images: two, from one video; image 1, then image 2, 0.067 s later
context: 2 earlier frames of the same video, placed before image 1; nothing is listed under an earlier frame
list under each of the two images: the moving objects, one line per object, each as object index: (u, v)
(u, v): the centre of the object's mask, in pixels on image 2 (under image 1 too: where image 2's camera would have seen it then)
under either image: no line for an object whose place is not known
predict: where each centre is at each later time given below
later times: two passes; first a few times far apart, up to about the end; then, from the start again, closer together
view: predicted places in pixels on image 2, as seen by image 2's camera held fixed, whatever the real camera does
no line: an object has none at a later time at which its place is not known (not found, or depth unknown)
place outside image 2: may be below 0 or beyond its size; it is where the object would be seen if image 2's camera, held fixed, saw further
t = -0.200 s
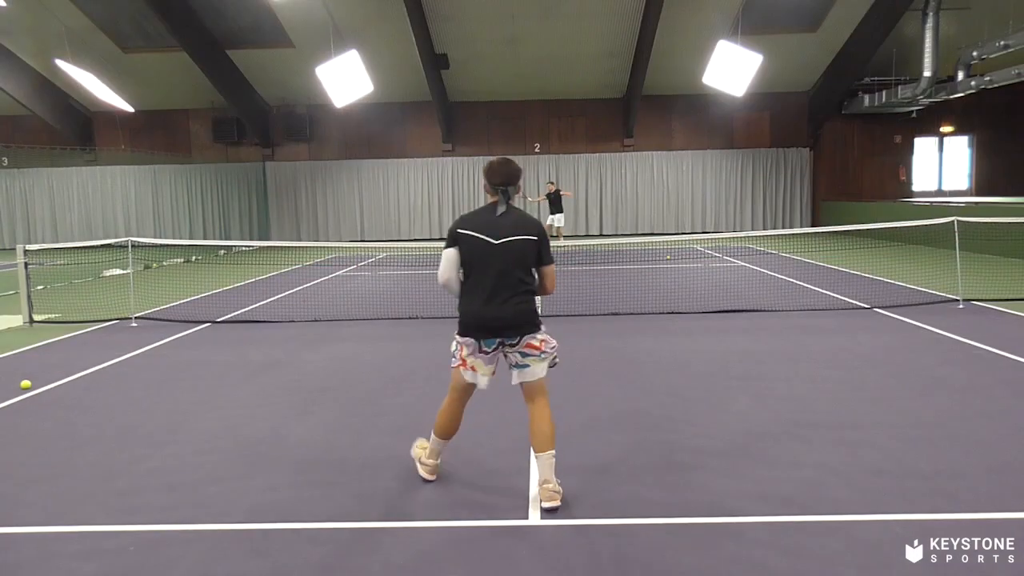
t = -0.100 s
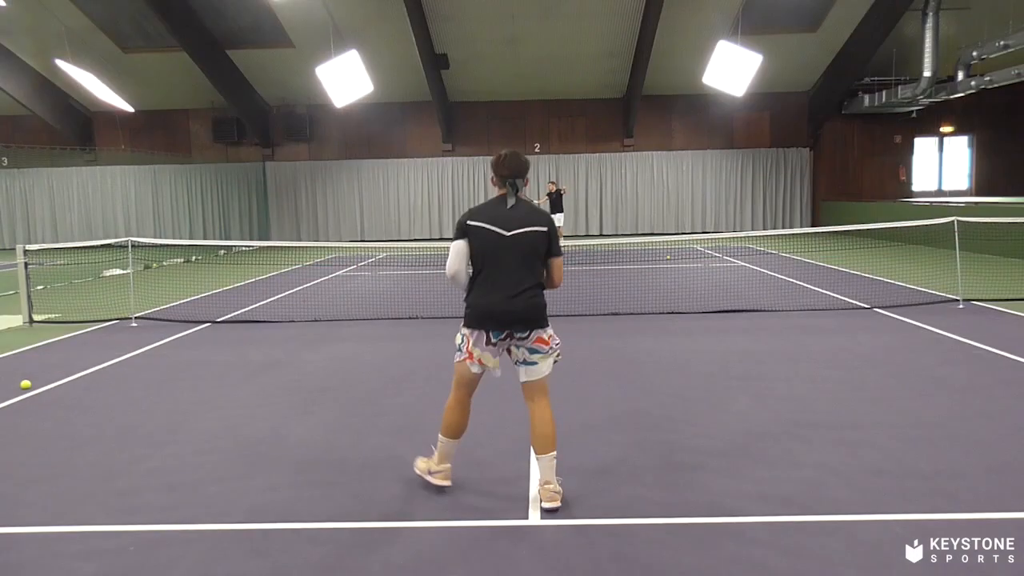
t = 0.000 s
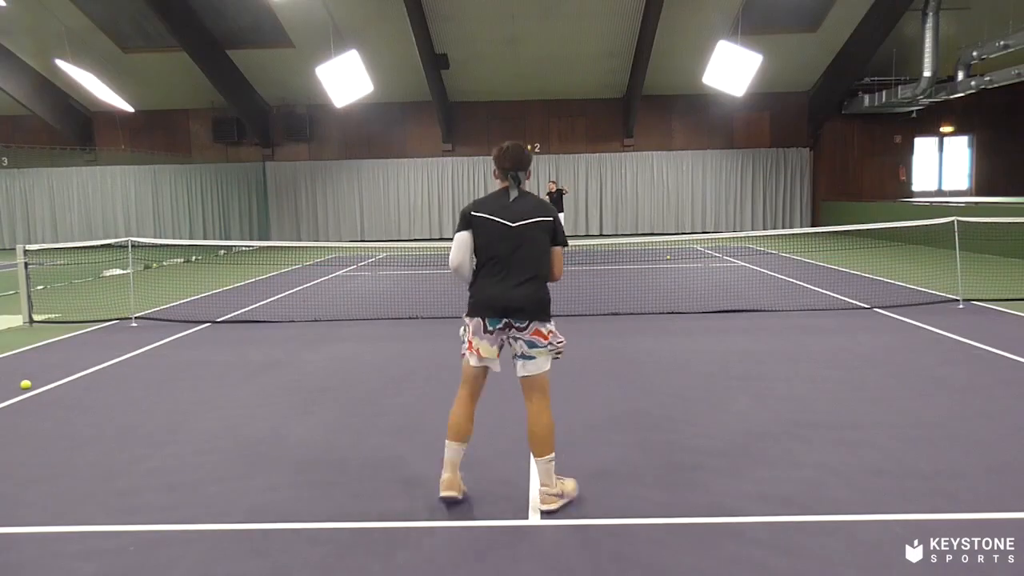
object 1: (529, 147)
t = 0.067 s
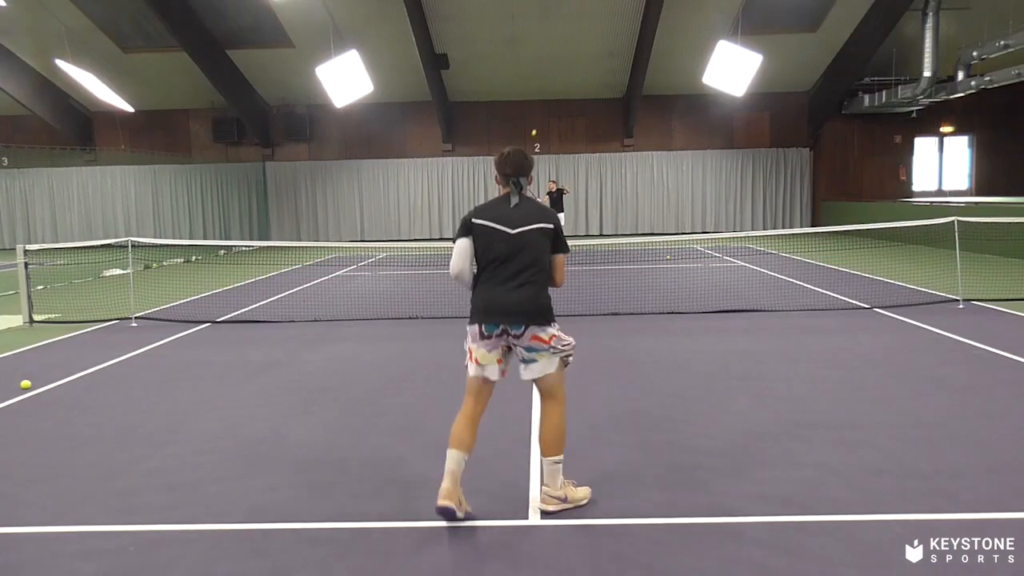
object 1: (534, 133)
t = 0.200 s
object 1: (543, 112)
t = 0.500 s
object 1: (582, 81)
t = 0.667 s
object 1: (622, 92)
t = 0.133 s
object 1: (538, 122)
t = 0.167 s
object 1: (541, 115)
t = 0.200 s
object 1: (543, 112)
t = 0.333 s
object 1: (558, 92)
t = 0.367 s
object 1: (564, 88)
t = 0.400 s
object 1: (566, 85)
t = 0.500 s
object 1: (582, 81)
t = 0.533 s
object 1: (589, 81)
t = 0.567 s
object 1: (597, 81)
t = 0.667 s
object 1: (622, 92)
